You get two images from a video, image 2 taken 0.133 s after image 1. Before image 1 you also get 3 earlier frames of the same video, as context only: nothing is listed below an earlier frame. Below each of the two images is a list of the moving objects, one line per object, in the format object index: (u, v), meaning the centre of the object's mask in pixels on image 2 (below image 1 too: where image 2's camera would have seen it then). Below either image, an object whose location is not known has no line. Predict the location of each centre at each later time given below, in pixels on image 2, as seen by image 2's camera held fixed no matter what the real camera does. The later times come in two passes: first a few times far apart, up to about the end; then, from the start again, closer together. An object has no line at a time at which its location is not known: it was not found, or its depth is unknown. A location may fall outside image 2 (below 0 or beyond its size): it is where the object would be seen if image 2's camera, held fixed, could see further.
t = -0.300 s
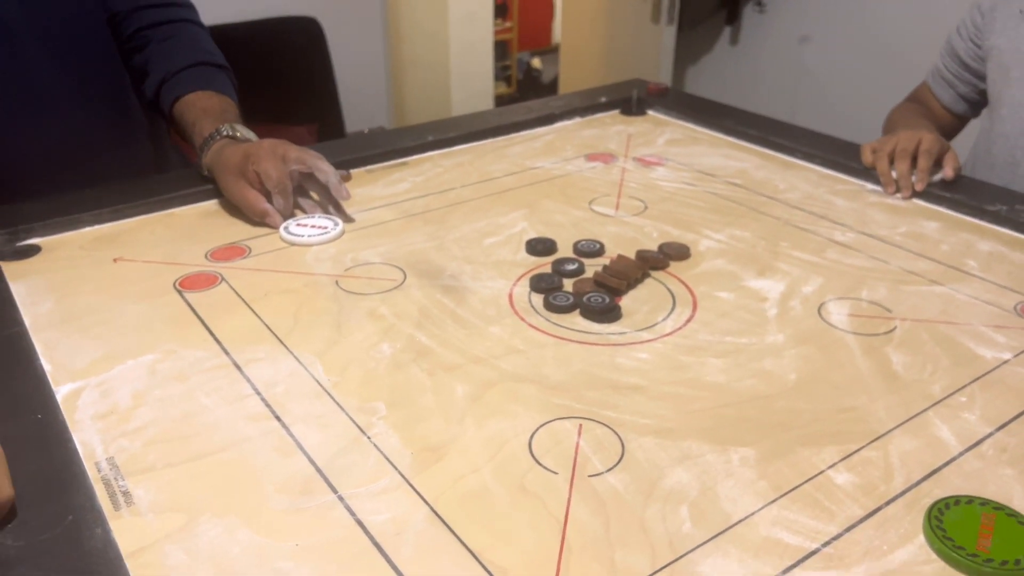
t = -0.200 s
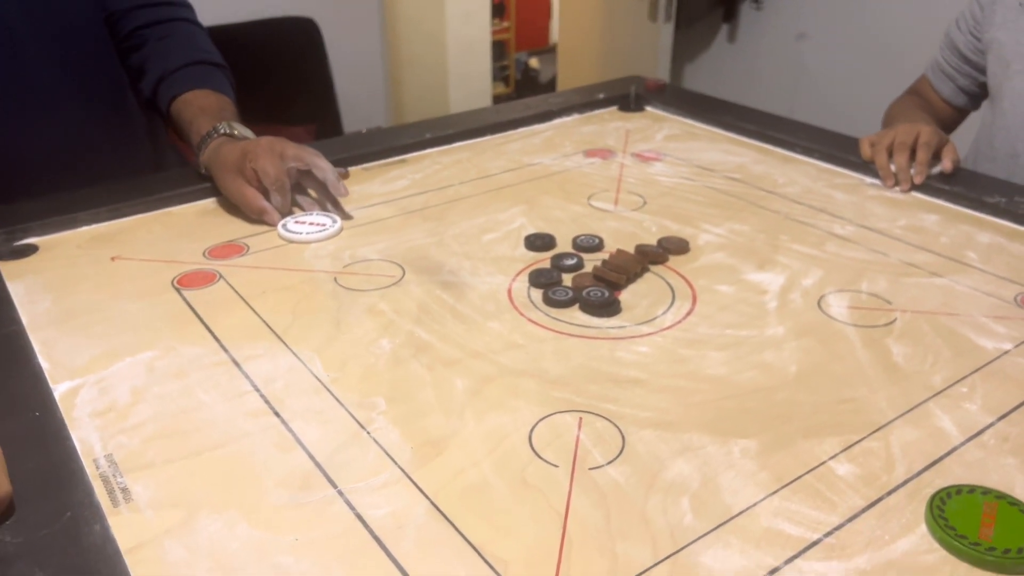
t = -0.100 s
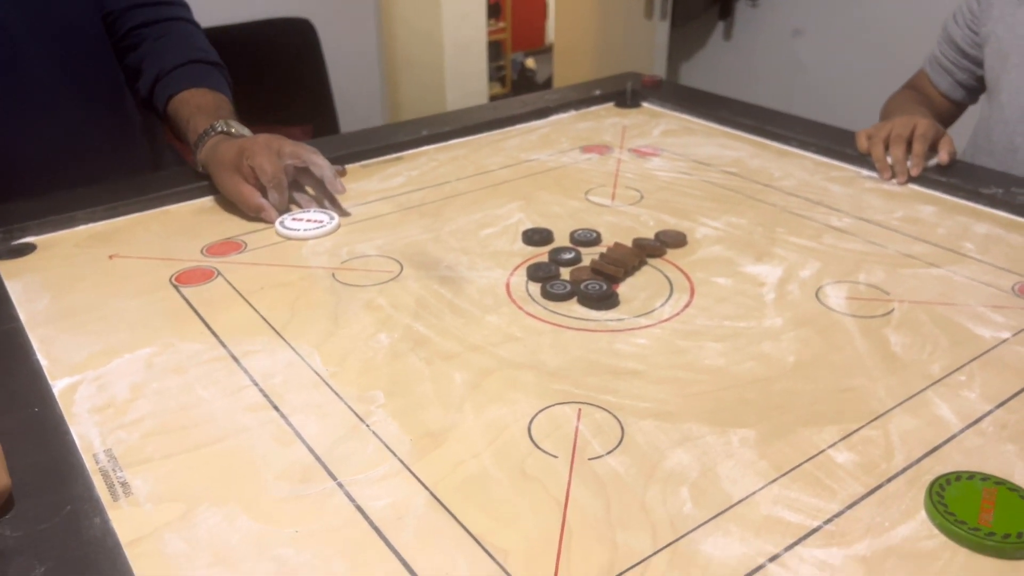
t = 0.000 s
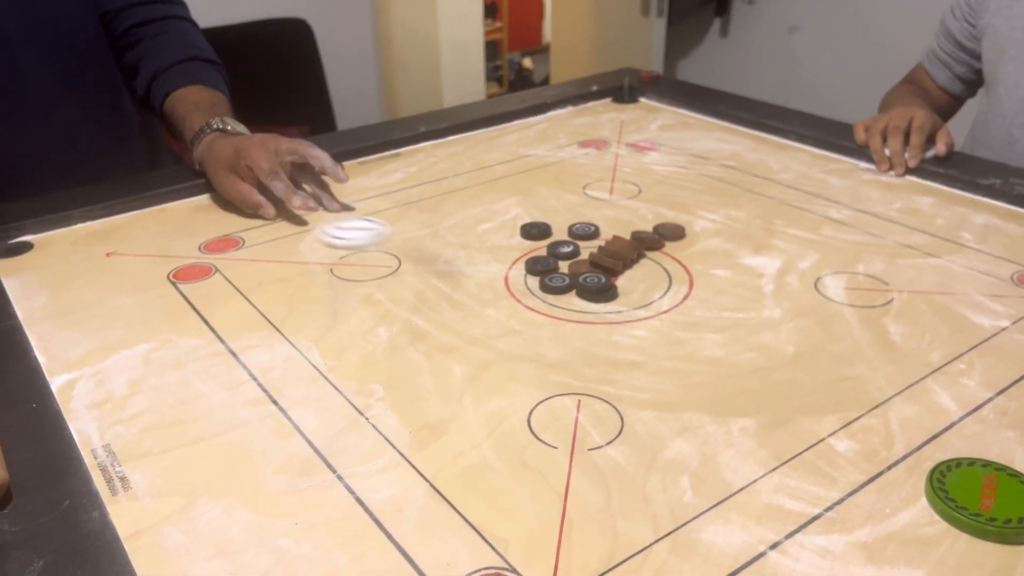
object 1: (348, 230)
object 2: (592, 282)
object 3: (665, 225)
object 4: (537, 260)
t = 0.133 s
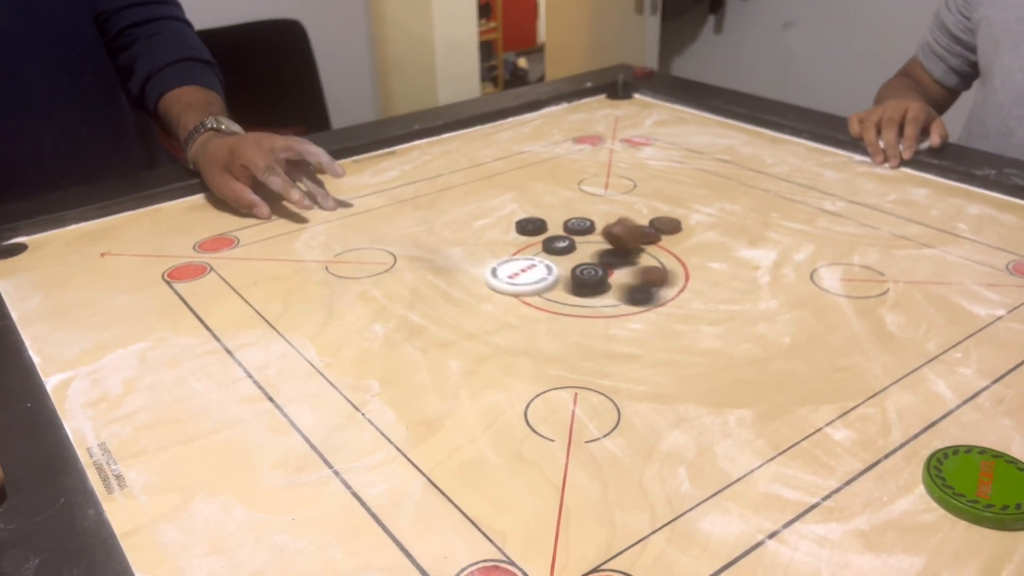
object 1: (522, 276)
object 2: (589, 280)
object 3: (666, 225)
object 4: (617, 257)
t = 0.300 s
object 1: (579, 313)
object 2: (675, 288)
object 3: (678, 218)
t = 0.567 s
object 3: (681, 216)
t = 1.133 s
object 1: (626, 342)
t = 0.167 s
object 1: (537, 284)
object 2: (595, 282)
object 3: (668, 224)
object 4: (644, 260)
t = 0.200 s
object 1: (549, 292)
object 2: (618, 285)
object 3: (671, 222)
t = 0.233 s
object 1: (560, 300)
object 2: (639, 287)
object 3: (674, 221)
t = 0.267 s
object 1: (570, 307)
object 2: (658, 288)
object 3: (676, 219)
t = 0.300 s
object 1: (579, 313)
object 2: (675, 288)
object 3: (678, 218)
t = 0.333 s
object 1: (587, 319)
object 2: (691, 289)
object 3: (679, 217)
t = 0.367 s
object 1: (595, 324)
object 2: (705, 290)
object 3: (680, 217)
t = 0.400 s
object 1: (601, 329)
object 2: (717, 289)
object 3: (680, 217)
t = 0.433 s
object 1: (607, 332)
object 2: (728, 290)
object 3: (680, 216)
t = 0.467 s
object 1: (612, 335)
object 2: (737, 289)
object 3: (681, 216)
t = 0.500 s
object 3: (681, 216)
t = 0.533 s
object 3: (680, 216)
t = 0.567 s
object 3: (681, 216)
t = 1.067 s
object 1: (626, 342)
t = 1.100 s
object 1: (626, 342)
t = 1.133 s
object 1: (626, 342)
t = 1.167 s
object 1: (626, 342)
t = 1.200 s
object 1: (626, 342)
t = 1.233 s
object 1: (626, 342)
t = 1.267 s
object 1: (626, 342)
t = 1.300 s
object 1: (626, 342)
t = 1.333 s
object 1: (626, 342)
